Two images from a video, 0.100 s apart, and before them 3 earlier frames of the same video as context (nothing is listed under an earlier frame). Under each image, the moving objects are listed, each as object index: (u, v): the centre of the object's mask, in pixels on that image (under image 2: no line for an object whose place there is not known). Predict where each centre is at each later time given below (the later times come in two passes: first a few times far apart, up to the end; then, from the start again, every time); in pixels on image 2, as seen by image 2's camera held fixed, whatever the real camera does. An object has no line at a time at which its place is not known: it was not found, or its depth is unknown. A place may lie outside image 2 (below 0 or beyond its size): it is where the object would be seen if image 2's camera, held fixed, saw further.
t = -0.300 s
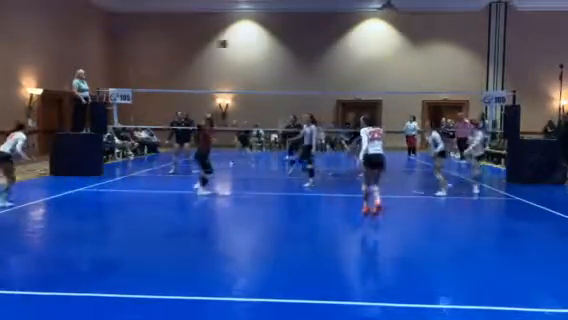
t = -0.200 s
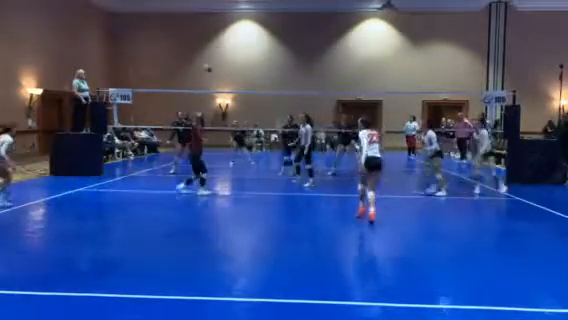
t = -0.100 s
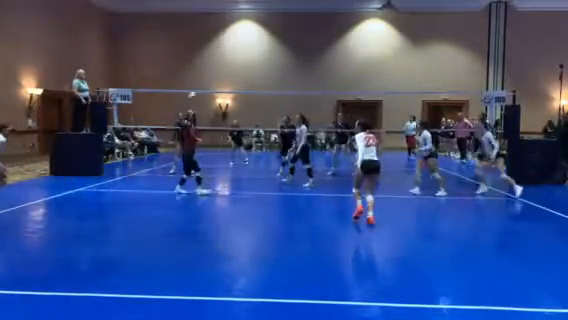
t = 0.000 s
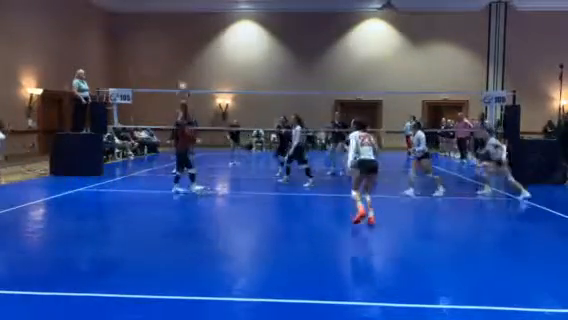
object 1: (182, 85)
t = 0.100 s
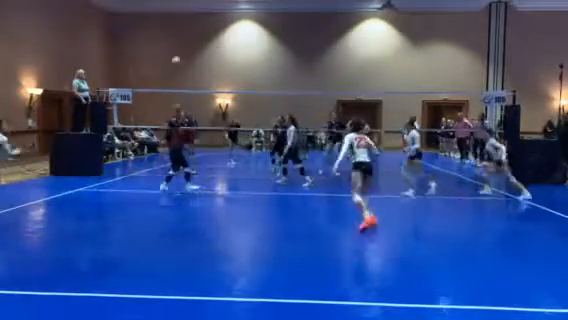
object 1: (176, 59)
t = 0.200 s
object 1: (170, 39)
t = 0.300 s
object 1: (166, 25)
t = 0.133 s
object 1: (174, 52)
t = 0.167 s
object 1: (174, 45)
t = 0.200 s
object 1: (170, 39)
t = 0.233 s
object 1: (168, 33)
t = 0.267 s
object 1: (167, 28)
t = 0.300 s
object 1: (166, 25)
